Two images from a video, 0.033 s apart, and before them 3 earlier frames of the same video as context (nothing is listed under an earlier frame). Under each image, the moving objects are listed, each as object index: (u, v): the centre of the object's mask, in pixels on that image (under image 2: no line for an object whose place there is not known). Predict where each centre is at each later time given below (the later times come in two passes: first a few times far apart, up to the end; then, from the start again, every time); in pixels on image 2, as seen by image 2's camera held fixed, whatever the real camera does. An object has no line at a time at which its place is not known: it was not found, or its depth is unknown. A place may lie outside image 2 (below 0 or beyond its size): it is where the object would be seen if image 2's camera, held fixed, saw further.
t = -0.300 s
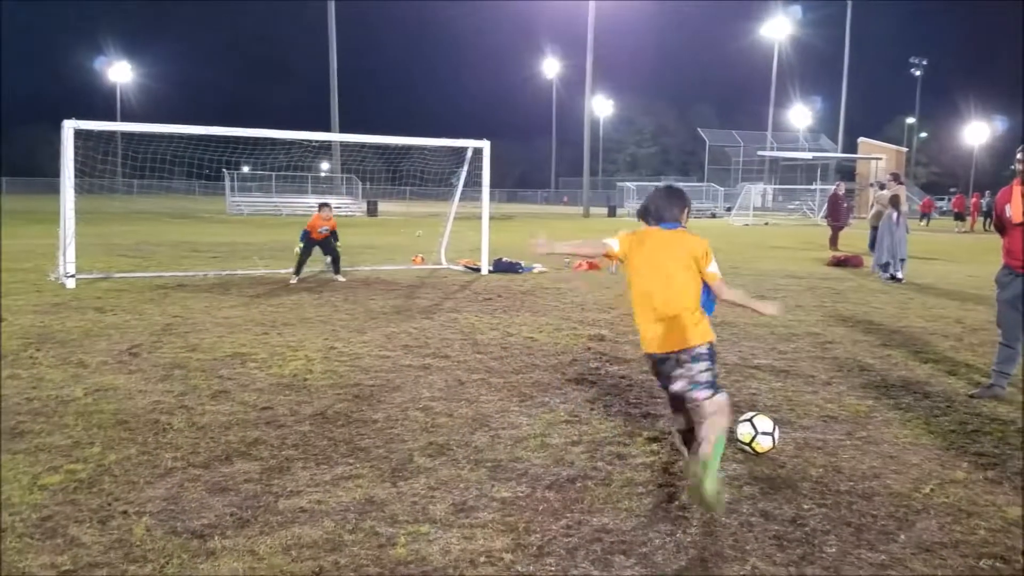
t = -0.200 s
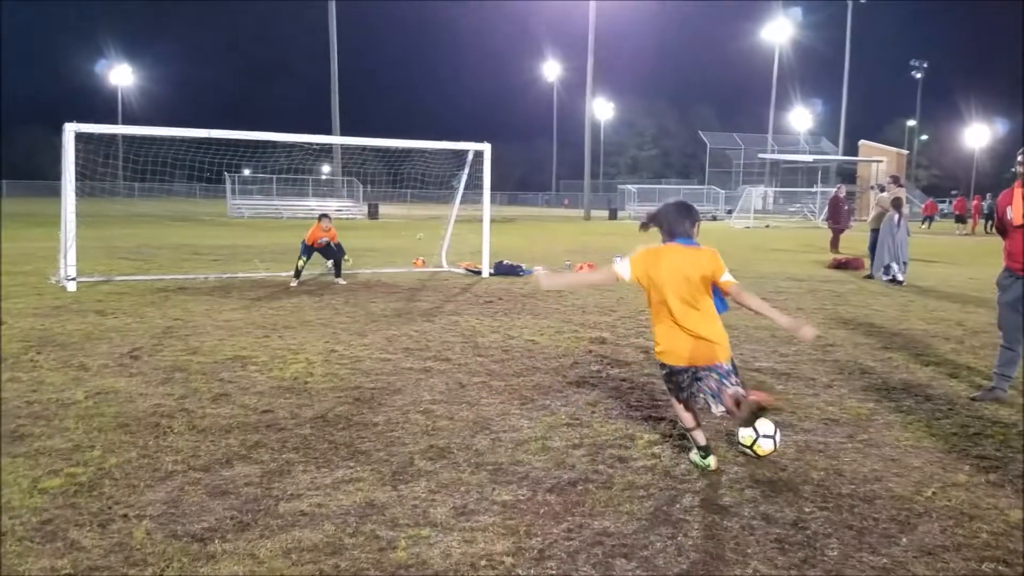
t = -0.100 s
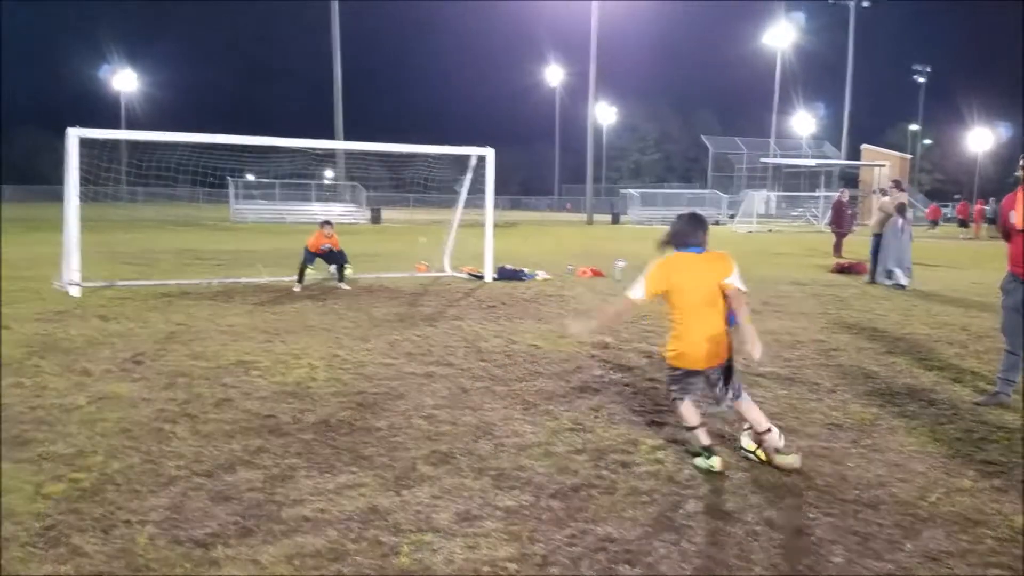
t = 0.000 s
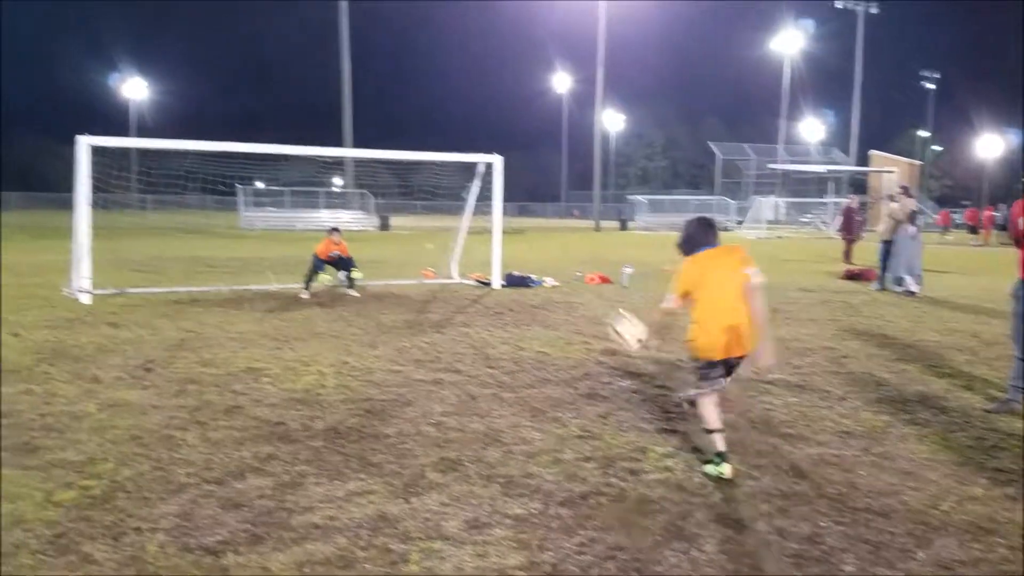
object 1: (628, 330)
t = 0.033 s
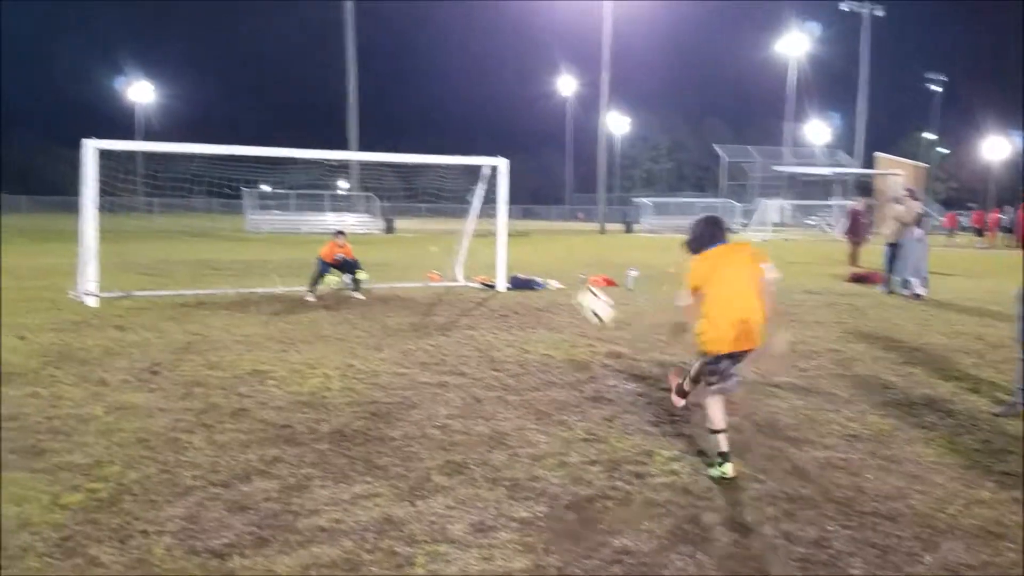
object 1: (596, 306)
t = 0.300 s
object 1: (376, 186)
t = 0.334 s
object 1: (358, 181)
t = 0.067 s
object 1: (560, 281)
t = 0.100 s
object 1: (527, 260)
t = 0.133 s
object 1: (491, 241)
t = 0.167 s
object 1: (468, 225)
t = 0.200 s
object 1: (443, 212)
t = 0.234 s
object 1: (419, 202)
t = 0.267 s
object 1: (397, 193)
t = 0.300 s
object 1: (376, 186)
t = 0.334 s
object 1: (358, 181)
